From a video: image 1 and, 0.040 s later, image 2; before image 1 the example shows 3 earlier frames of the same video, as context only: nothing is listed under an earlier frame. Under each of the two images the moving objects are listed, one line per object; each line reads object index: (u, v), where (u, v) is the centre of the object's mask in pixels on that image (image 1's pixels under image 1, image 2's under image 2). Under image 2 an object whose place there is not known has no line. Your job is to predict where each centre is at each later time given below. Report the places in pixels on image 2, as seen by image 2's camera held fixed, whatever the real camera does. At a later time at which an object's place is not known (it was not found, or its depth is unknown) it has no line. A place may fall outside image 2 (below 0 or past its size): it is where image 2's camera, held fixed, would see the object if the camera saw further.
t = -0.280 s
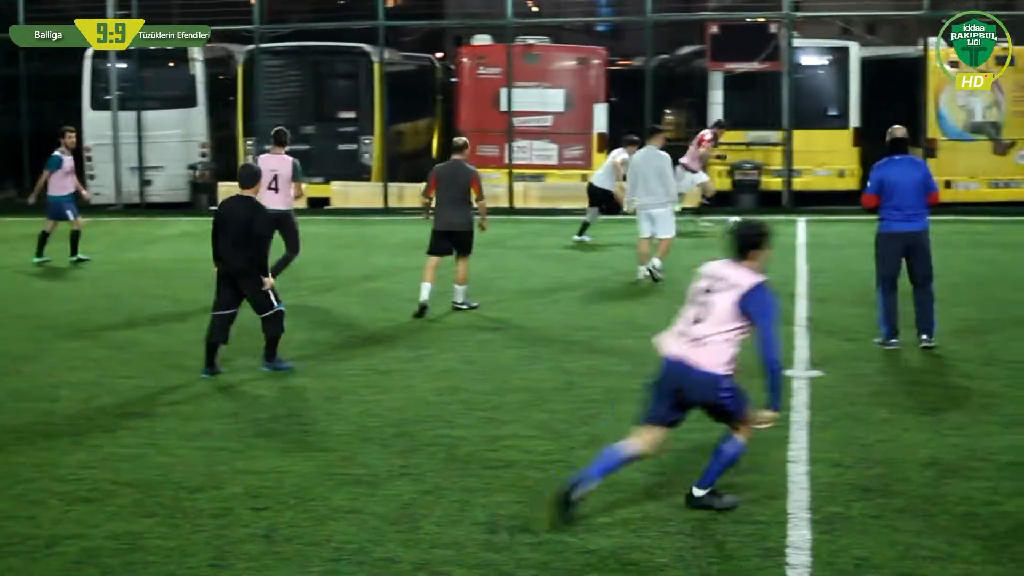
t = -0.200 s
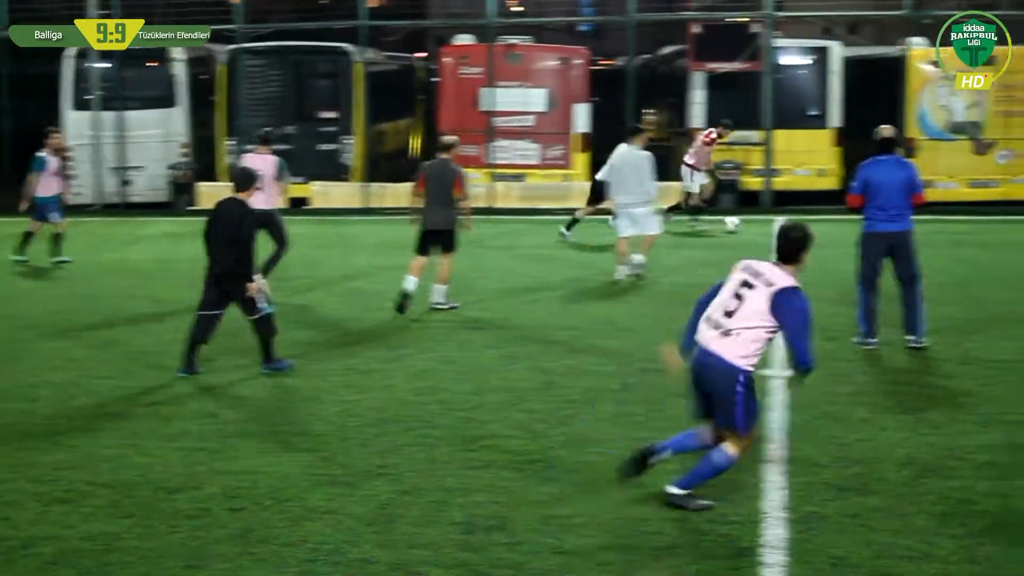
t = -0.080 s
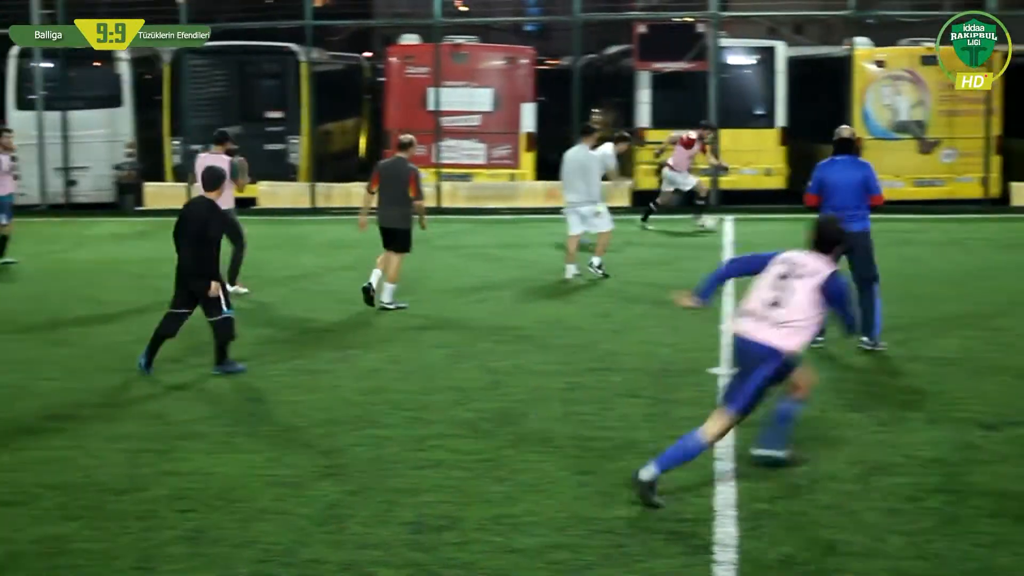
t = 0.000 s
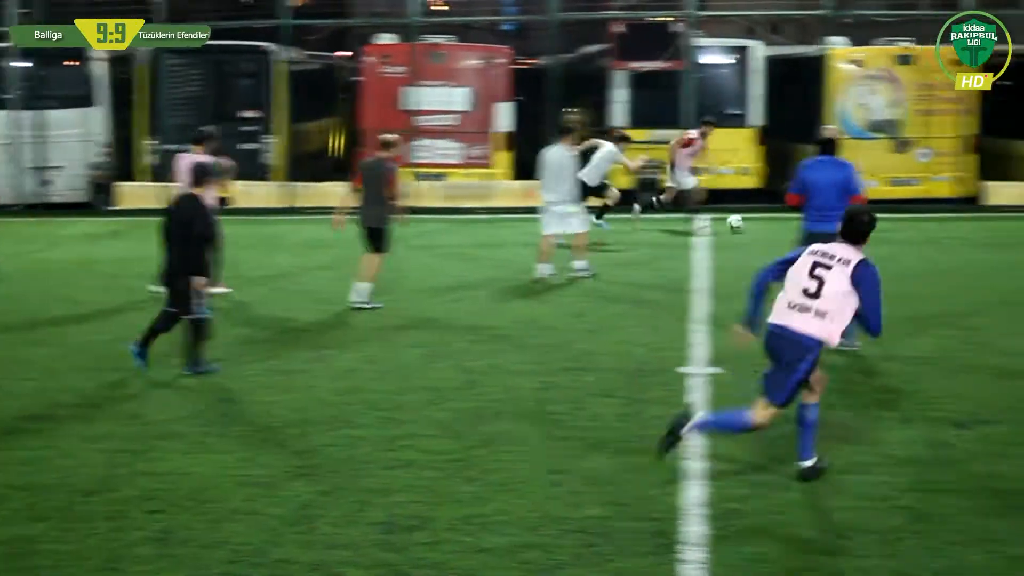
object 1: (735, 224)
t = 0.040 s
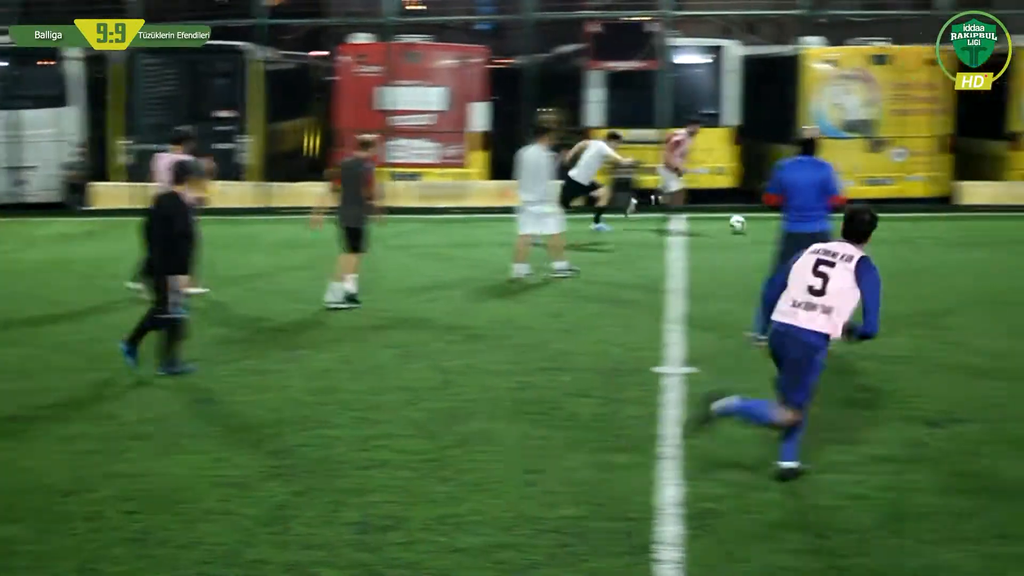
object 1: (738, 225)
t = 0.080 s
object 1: (761, 227)
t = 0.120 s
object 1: (784, 226)
